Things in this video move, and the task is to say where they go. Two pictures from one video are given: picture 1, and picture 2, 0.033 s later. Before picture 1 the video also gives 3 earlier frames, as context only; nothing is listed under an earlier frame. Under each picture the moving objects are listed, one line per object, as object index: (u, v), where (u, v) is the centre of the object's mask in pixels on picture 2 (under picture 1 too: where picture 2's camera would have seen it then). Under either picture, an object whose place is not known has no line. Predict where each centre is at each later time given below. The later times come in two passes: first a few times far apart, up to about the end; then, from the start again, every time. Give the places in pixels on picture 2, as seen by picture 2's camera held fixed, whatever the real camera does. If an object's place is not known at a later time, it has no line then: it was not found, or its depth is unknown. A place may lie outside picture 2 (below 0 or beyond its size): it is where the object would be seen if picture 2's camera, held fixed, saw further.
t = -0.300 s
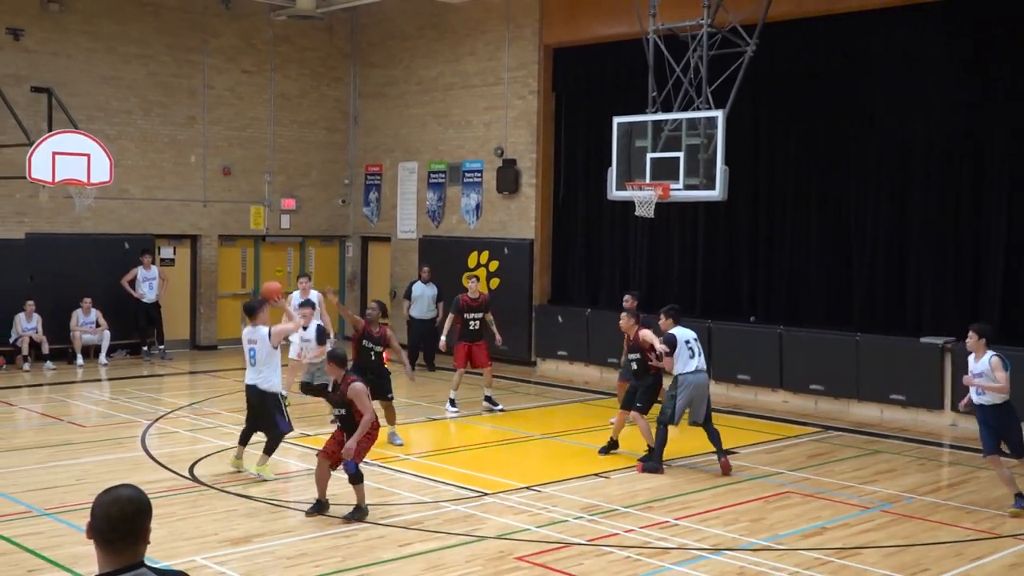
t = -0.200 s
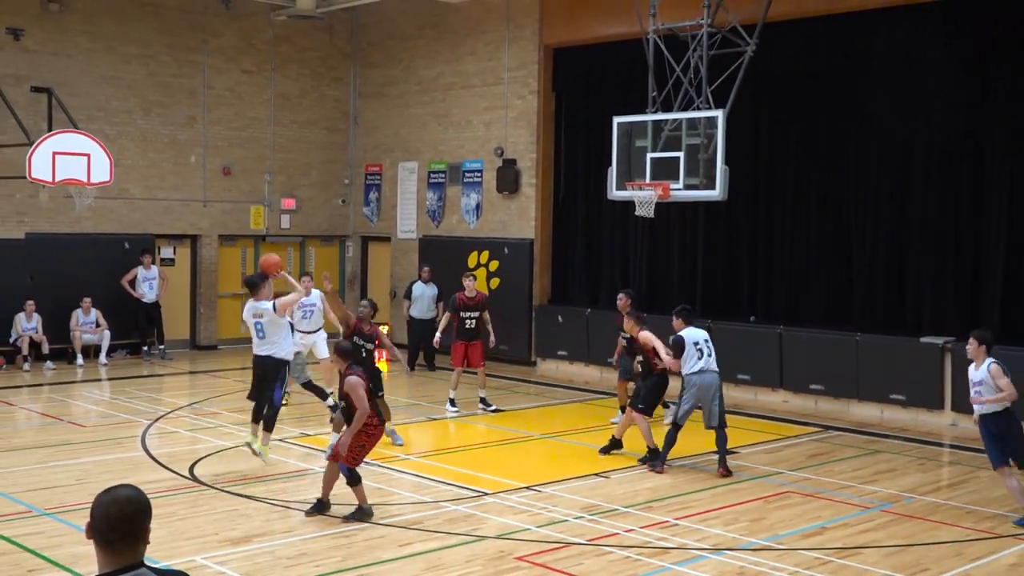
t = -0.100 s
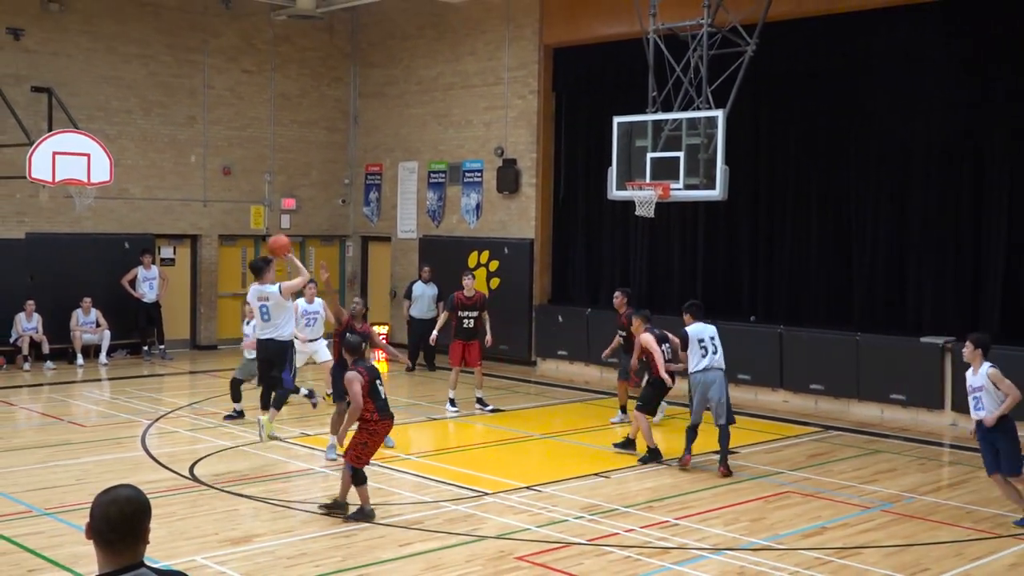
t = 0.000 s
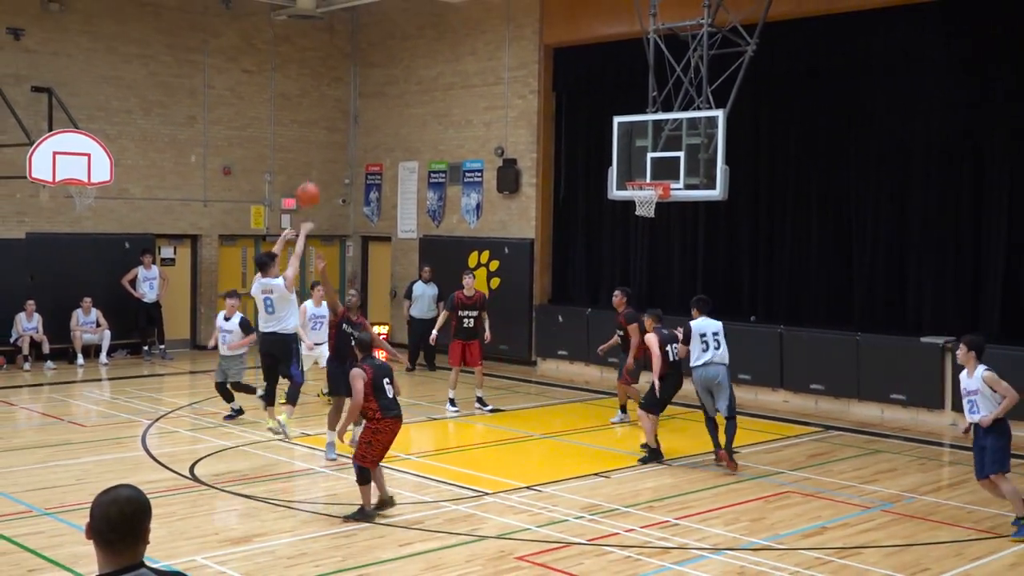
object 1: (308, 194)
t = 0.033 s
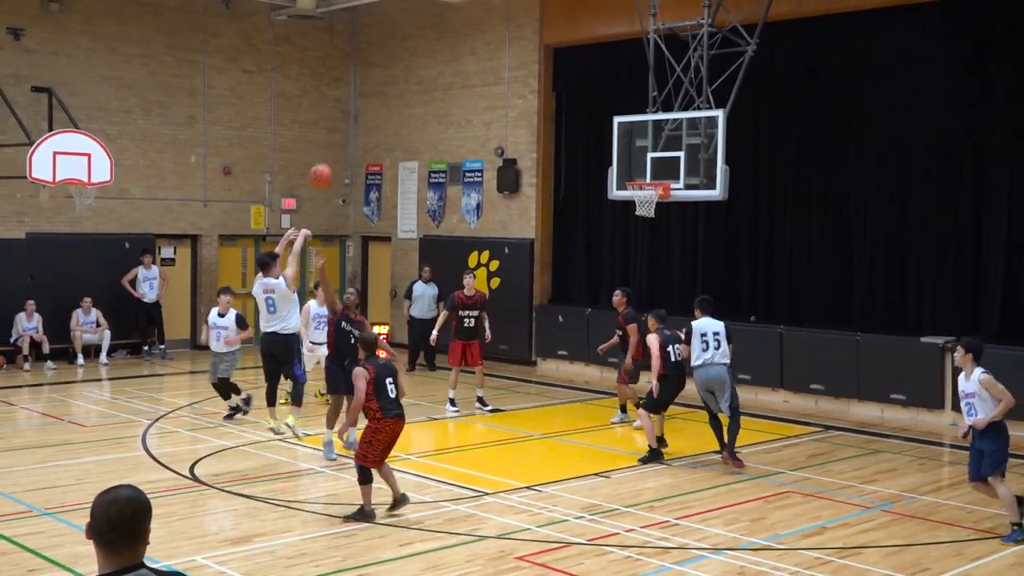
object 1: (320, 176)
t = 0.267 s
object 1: (404, 82)
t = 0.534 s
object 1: (487, 44)
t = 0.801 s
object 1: (561, 69)
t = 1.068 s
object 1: (627, 148)
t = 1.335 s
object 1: (657, 230)
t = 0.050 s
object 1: (327, 167)
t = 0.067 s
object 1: (333, 158)
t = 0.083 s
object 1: (339, 151)
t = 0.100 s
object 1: (345, 142)
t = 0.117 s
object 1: (351, 135)
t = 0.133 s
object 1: (357, 128)
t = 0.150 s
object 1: (363, 121)
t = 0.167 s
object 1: (369, 114)
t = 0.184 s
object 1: (375, 108)
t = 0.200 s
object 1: (380, 103)
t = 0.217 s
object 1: (386, 97)
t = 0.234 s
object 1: (392, 92)
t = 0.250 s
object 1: (397, 87)
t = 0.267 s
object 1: (404, 82)
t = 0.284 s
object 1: (409, 78)
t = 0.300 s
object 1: (414, 74)
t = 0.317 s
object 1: (420, 70)
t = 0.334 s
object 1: (425, 66)
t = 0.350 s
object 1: (431, 63)
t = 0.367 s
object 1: (436, 60)
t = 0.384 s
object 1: (442, 57)
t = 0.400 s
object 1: (447, 54)
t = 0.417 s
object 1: (452, 52)
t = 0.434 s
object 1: (457, 50)
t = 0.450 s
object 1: (462, 49)
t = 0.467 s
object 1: (468, 47)
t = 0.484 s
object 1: (473, 46)
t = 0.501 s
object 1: (477, 45)
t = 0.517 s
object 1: (483, 44)
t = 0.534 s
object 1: (487, 44)
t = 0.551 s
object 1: (492, 44)
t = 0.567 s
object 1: (497, 44)
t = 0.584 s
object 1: (502, 44)
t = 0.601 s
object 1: (507, 45)
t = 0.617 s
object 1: (512, 45)
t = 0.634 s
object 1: (516, 46)
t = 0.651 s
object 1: (521, 48)
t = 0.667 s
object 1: (526, 49)
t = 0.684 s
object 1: (530, 51)
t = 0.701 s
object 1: (534, 53)
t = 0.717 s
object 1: (539, 54)
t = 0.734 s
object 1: (544, 57)
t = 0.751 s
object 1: (549, 60)
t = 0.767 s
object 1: (552, 63)
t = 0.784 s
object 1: (557, 66)
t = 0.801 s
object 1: (561, 69)
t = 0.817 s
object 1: (565, 72)
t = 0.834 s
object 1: (570, 76)
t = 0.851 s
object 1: (574, 80)
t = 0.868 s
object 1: (578, 84)
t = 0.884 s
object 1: (582, 88)
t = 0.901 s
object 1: (587, 93)
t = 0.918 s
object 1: (591, 97)
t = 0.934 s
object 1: (594, 102)
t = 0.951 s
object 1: (598, 107)
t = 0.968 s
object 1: (602, 112)
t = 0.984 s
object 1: (606, 118)
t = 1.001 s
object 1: (609, 123)
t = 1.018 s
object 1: (614, 129)
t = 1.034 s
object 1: (617, 135)
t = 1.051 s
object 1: (622, 142)
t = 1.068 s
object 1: (627, 148)
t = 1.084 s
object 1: (629, 154)
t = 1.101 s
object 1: (632, 161)
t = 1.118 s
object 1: (636, 168)
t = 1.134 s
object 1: (640, 174)
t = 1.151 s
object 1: (643, 181)
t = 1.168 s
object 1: (643, 184)
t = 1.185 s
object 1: (645, 188)
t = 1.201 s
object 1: (646, 191)
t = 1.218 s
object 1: (648, 194)
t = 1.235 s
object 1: (649, 199)
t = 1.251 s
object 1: (651, 203)
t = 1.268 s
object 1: (653, 209)
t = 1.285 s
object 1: (654, 215)
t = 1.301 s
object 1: (655, 219)
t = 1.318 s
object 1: (656, 224)
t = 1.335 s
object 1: (657, 230)
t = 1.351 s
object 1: (659, 236)
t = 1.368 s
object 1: (660, 242)
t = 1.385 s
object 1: (661, 249)
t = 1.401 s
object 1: (663, 256)
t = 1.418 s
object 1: (664, 263)
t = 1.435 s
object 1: (665, 271)
